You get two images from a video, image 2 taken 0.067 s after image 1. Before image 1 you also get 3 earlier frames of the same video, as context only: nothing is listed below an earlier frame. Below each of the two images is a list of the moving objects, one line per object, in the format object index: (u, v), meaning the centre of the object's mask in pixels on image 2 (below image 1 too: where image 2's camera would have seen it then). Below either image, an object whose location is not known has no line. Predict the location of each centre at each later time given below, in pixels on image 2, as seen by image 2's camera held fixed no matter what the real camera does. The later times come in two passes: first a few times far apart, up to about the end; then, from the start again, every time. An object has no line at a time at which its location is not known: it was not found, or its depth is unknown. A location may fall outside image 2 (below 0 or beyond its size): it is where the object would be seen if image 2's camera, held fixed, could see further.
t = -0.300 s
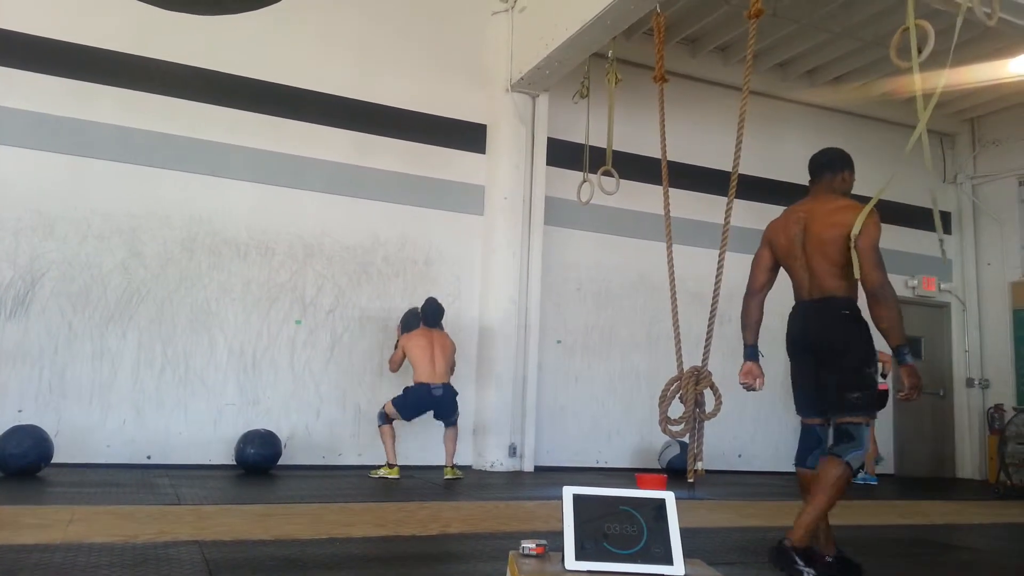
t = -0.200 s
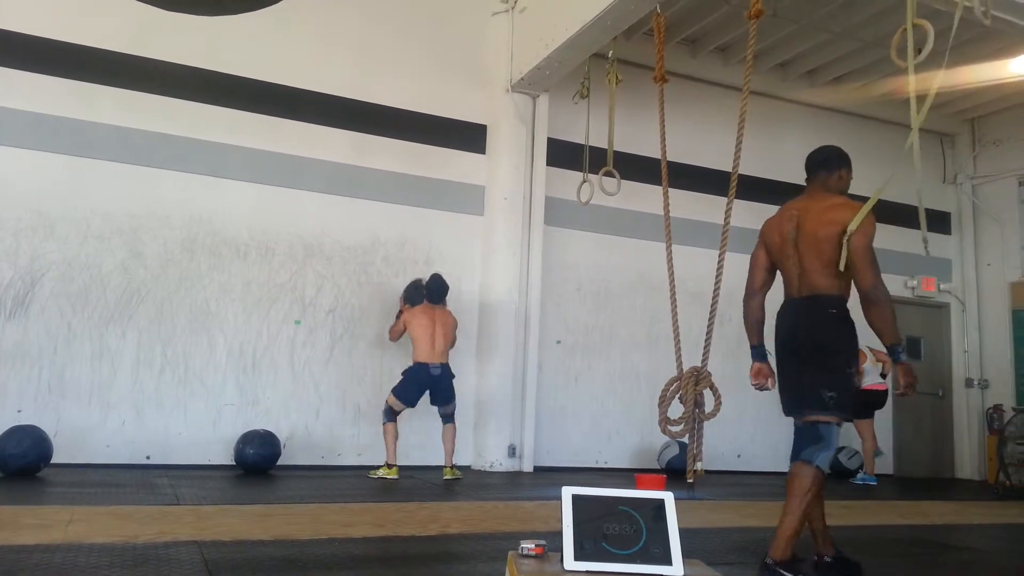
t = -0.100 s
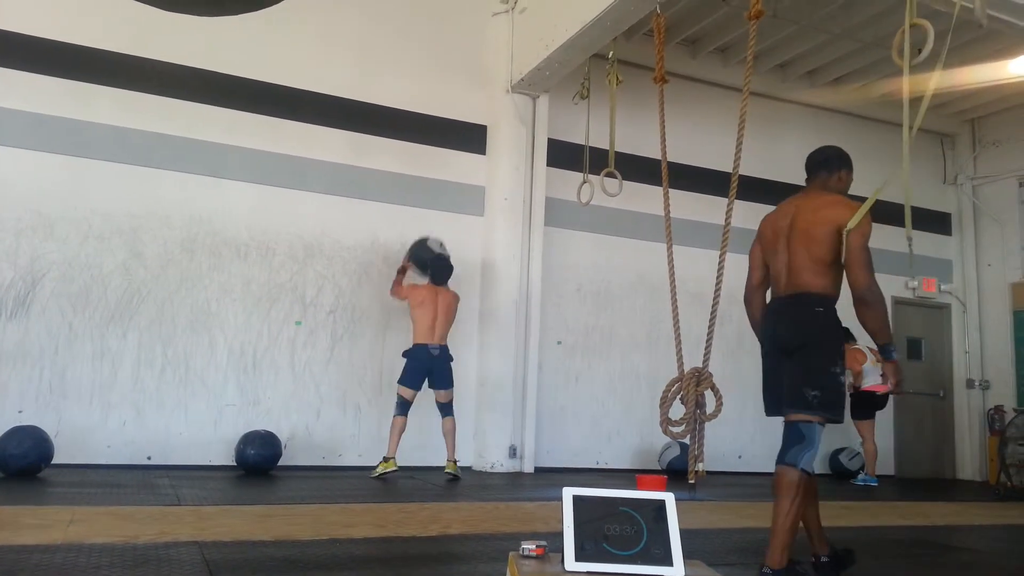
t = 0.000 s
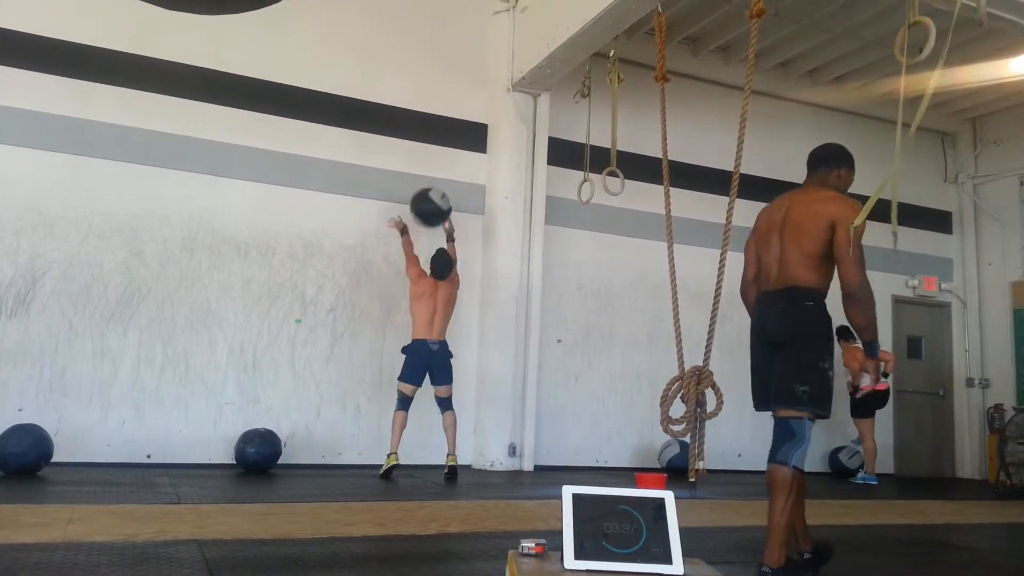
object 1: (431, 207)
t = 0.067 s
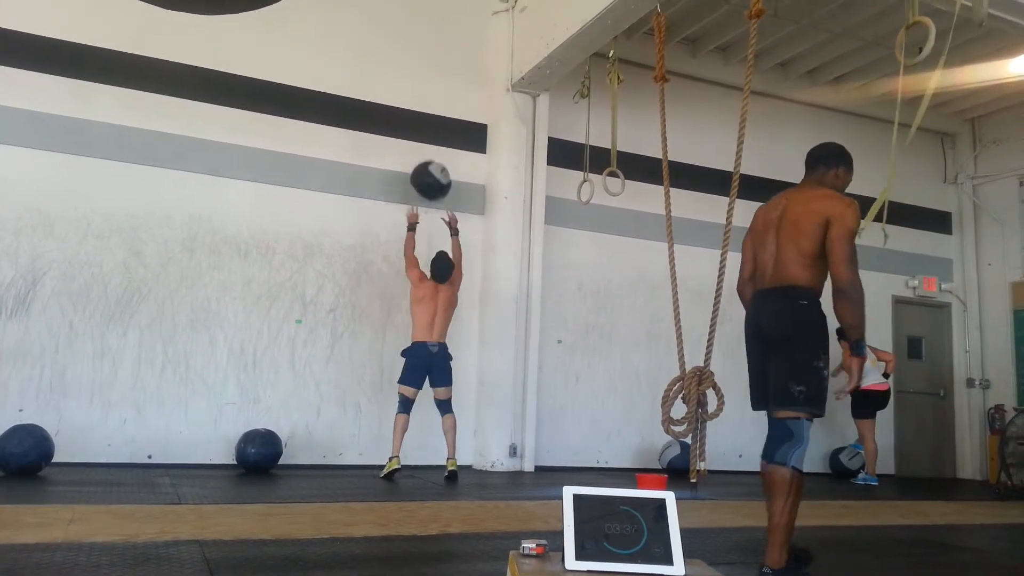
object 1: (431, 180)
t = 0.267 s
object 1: (429, 129)
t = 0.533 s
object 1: (431, 122)
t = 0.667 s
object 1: (434, 144)
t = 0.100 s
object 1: (431, 169)
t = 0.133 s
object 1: (431, 159)
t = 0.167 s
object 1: (431, 150)
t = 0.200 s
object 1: (431, 142)
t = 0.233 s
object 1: (430, 135)
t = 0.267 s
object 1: (429, 129)
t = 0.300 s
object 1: (428, 124)
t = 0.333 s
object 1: (428, 121)
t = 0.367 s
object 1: (428, 119)
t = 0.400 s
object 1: (429, 118)
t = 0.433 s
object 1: (430, 117)
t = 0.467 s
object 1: (430, 117)
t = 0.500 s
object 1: (430, 118)
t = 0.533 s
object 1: (431, 122)
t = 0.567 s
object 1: (432, 126)
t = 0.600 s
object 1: (433, 131)
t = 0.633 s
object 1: (433, 137)
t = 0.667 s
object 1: (434, 144)
